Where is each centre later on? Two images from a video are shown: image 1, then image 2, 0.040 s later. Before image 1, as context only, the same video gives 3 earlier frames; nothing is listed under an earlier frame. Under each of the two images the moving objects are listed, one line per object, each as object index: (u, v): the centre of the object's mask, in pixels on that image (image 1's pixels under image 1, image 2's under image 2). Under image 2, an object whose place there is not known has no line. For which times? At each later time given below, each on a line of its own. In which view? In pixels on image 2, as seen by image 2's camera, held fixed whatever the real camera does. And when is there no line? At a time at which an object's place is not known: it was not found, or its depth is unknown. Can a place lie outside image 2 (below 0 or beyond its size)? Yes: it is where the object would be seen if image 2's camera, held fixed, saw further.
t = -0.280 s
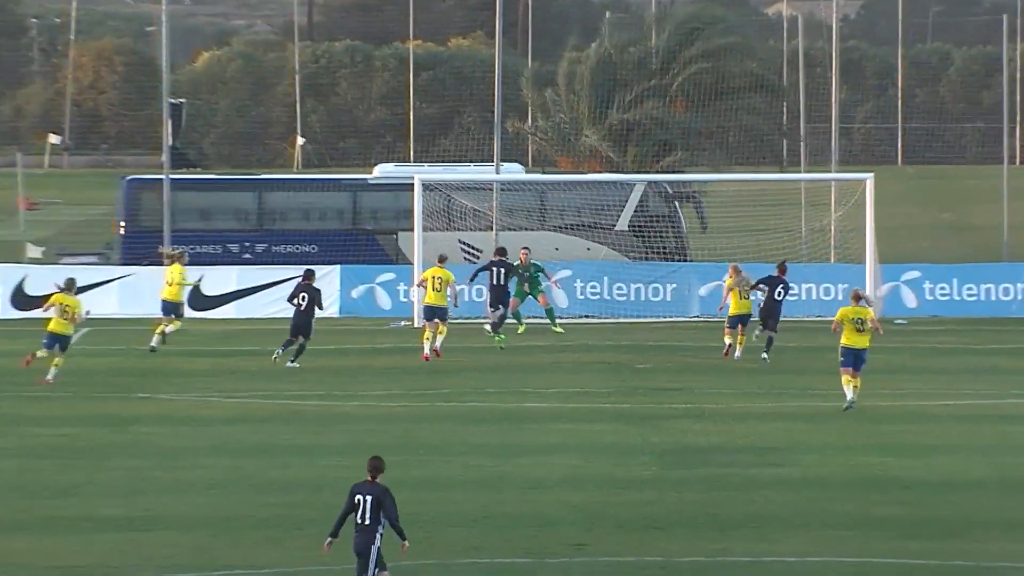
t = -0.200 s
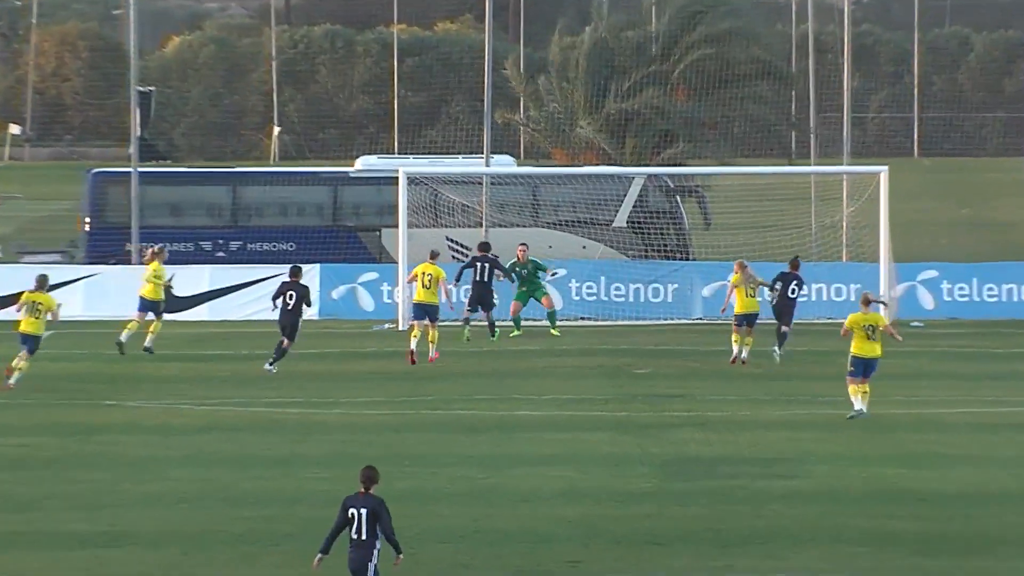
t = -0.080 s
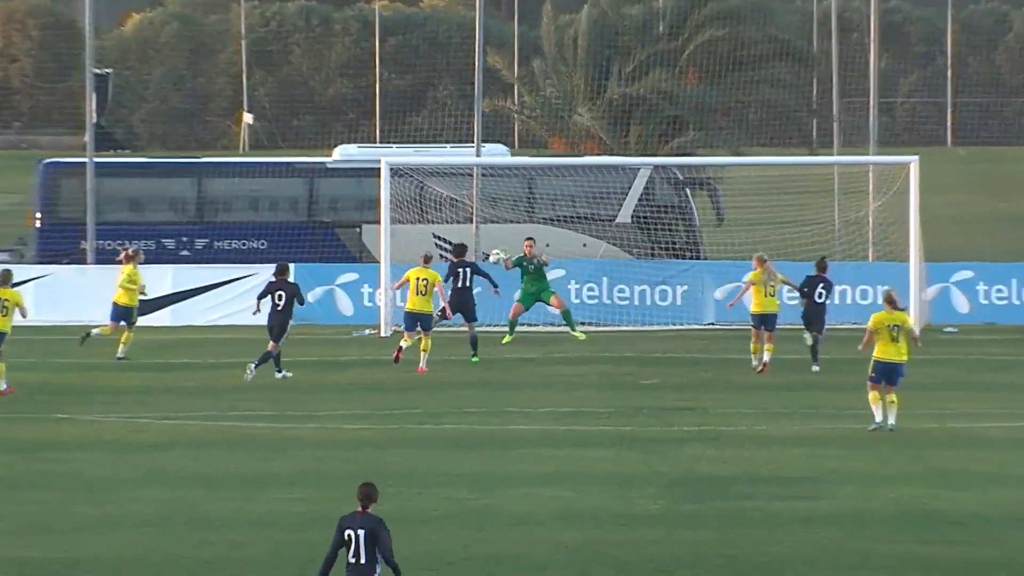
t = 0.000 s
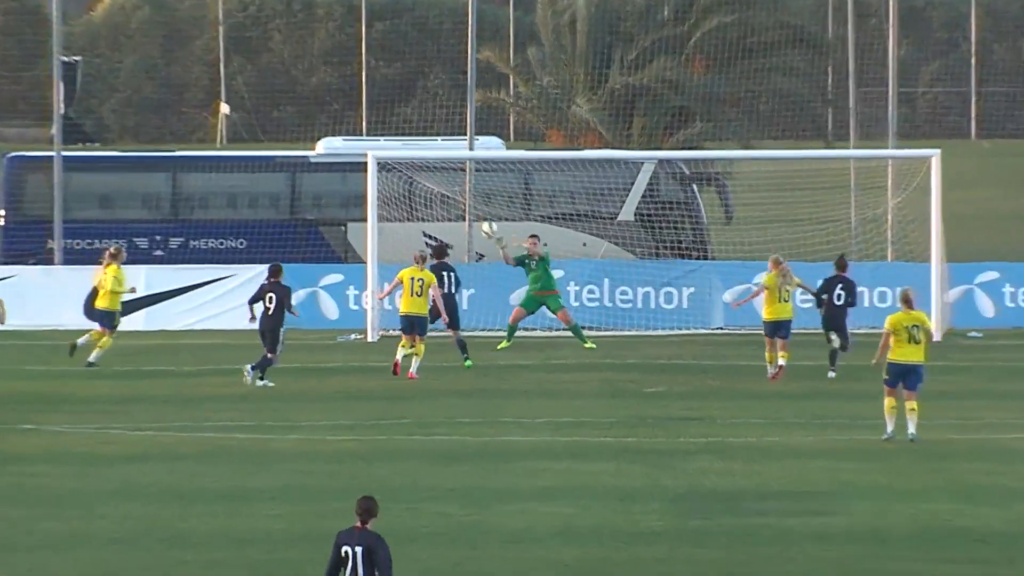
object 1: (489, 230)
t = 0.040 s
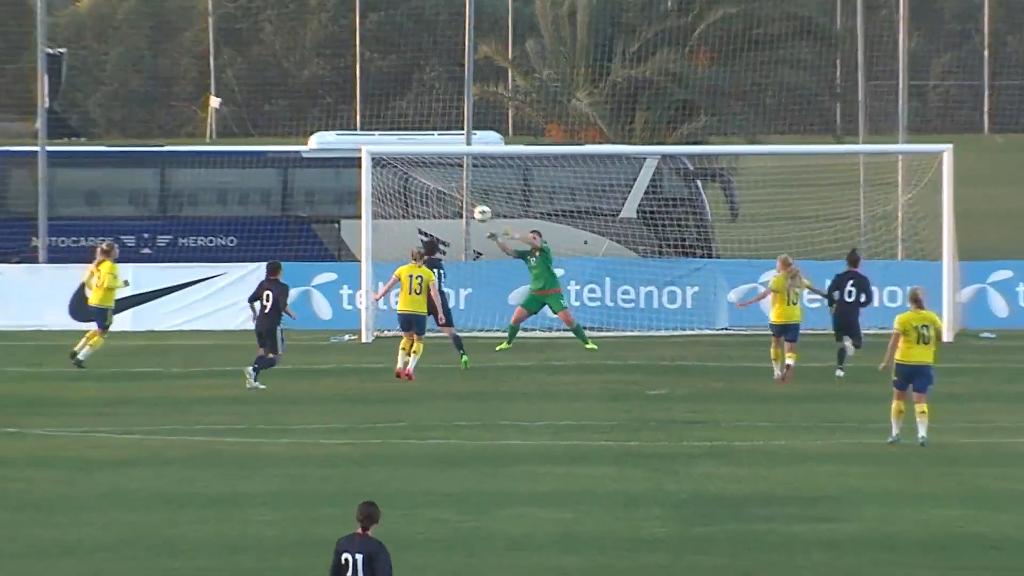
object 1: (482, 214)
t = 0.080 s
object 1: (477, 201)
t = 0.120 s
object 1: (473, 191)
